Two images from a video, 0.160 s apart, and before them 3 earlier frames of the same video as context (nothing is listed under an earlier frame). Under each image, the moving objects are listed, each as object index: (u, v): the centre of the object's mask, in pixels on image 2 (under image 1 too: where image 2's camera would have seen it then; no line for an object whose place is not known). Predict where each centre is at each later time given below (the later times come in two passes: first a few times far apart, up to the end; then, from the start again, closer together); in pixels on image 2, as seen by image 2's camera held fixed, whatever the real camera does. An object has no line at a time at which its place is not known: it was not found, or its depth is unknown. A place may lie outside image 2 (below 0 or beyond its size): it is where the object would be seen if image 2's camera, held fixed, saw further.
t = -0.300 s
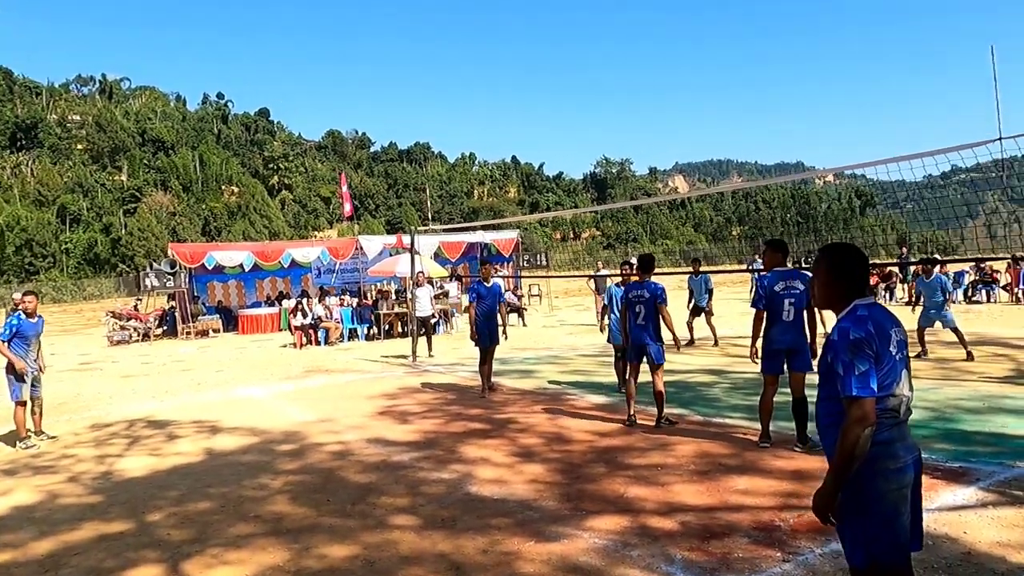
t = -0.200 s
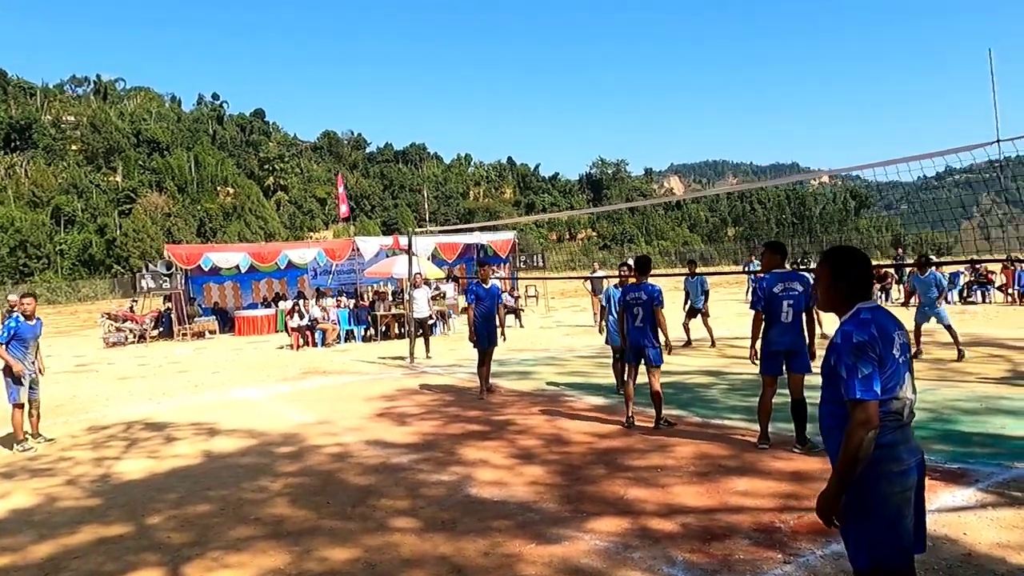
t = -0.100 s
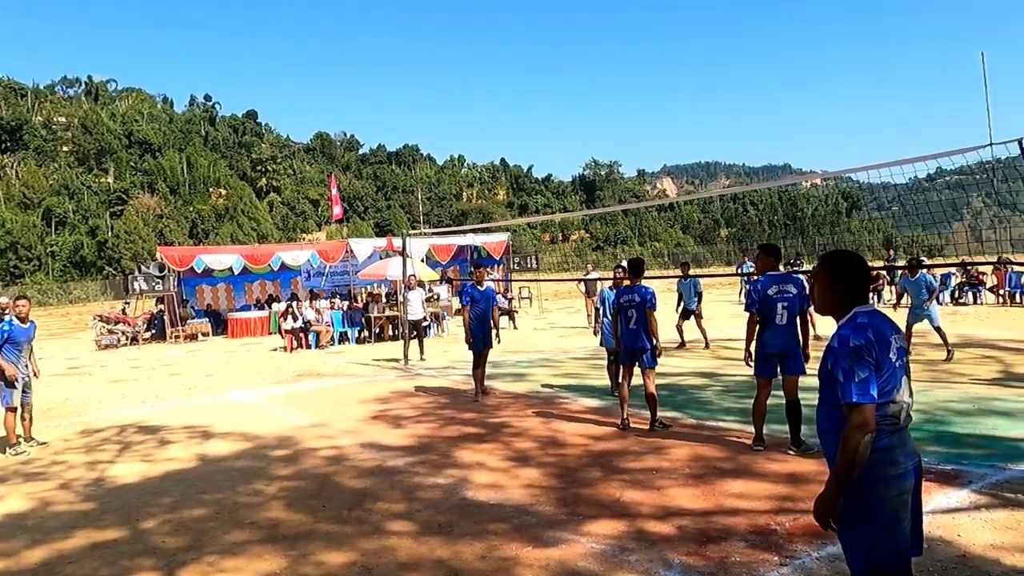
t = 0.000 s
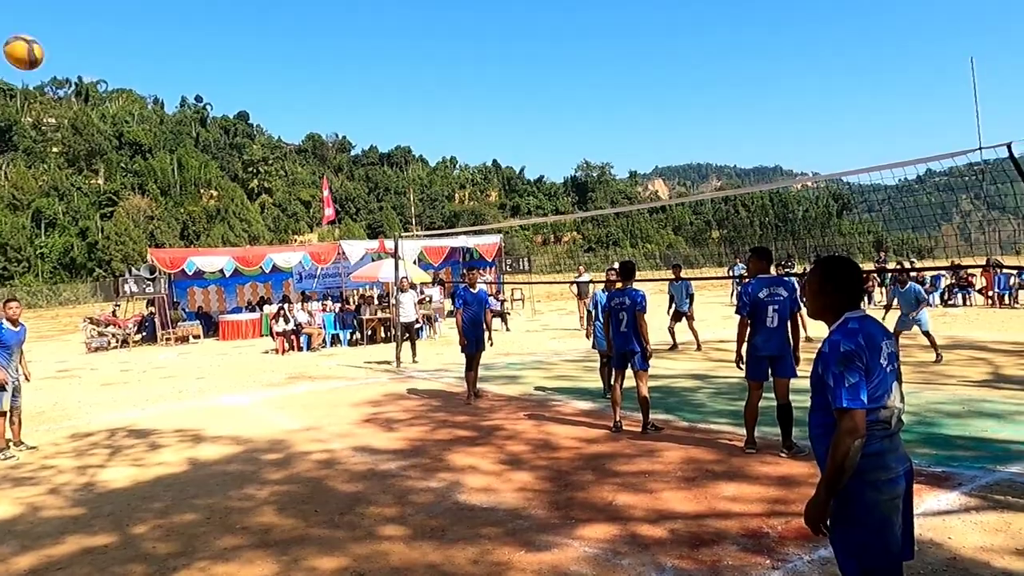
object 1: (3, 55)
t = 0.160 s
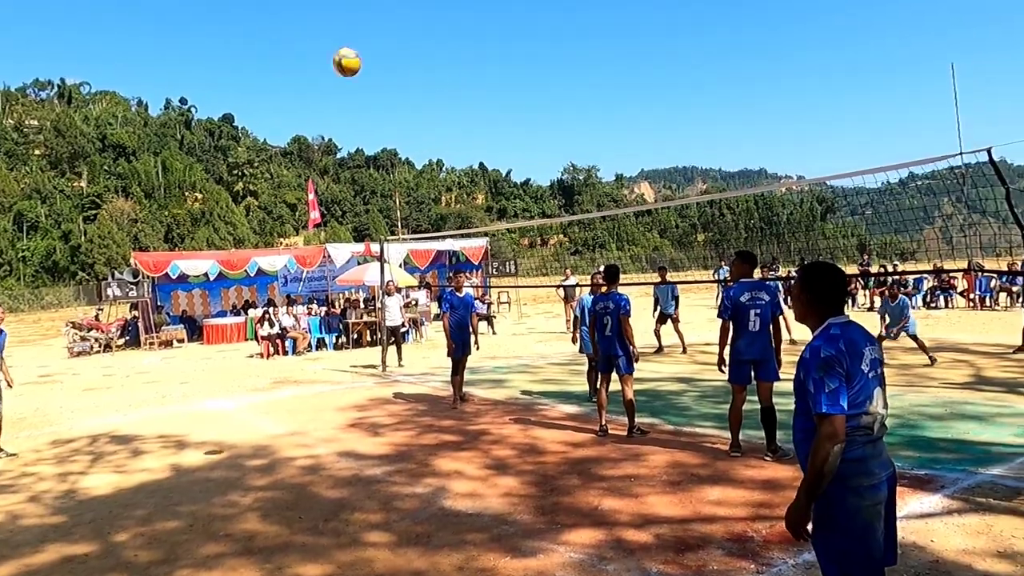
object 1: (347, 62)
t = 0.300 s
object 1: (542, 93)
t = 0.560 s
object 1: (773, 176)
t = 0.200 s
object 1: (411, 70)
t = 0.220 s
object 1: (439, 73)
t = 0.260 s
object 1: (493, 83)
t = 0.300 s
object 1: (542, 93)
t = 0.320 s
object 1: (565, 98)
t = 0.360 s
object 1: (607, 110)
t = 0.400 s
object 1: (645, 122)
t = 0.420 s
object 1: (664, 128)
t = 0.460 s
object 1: (698, 141)
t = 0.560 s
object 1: (773, 176)
